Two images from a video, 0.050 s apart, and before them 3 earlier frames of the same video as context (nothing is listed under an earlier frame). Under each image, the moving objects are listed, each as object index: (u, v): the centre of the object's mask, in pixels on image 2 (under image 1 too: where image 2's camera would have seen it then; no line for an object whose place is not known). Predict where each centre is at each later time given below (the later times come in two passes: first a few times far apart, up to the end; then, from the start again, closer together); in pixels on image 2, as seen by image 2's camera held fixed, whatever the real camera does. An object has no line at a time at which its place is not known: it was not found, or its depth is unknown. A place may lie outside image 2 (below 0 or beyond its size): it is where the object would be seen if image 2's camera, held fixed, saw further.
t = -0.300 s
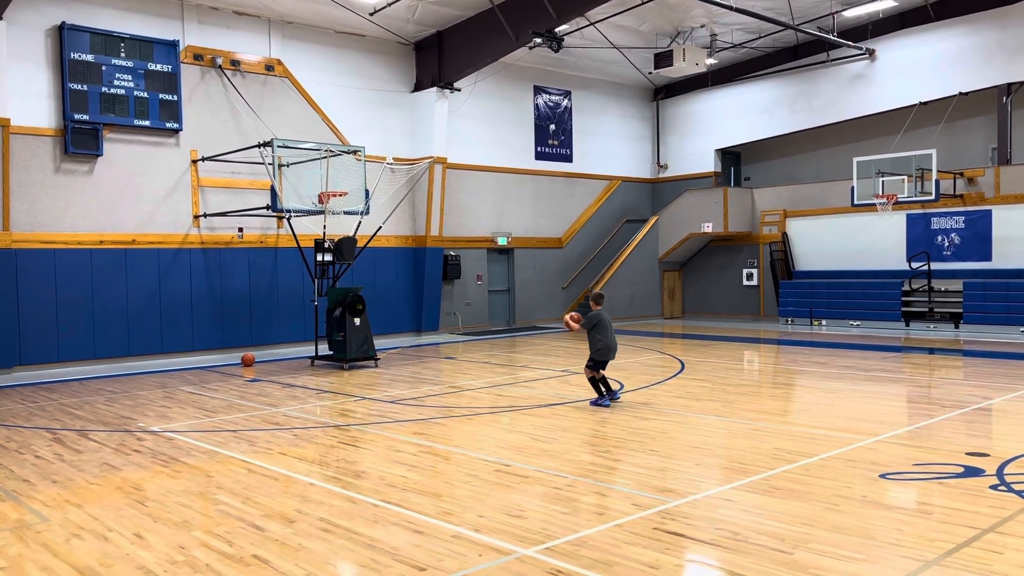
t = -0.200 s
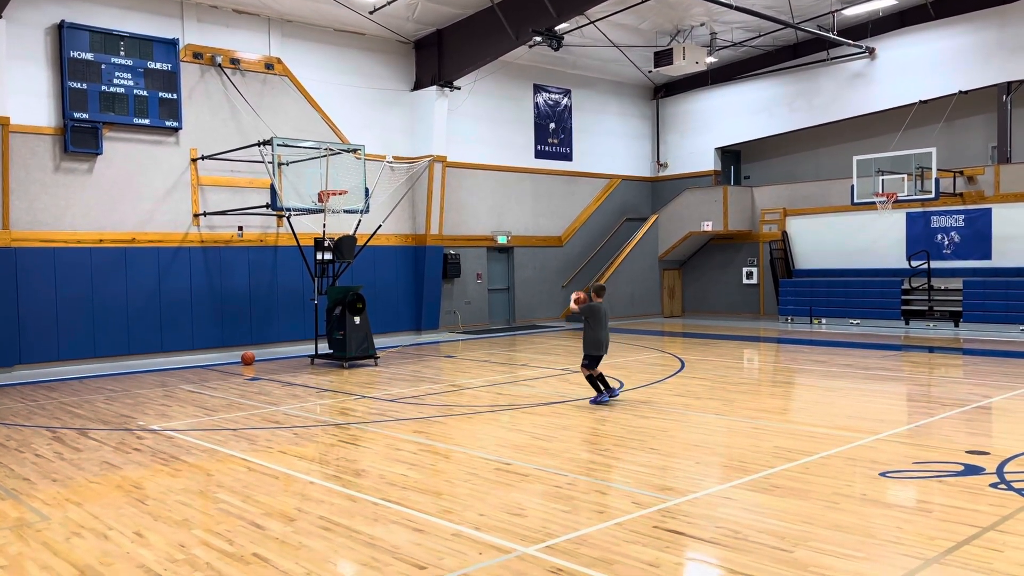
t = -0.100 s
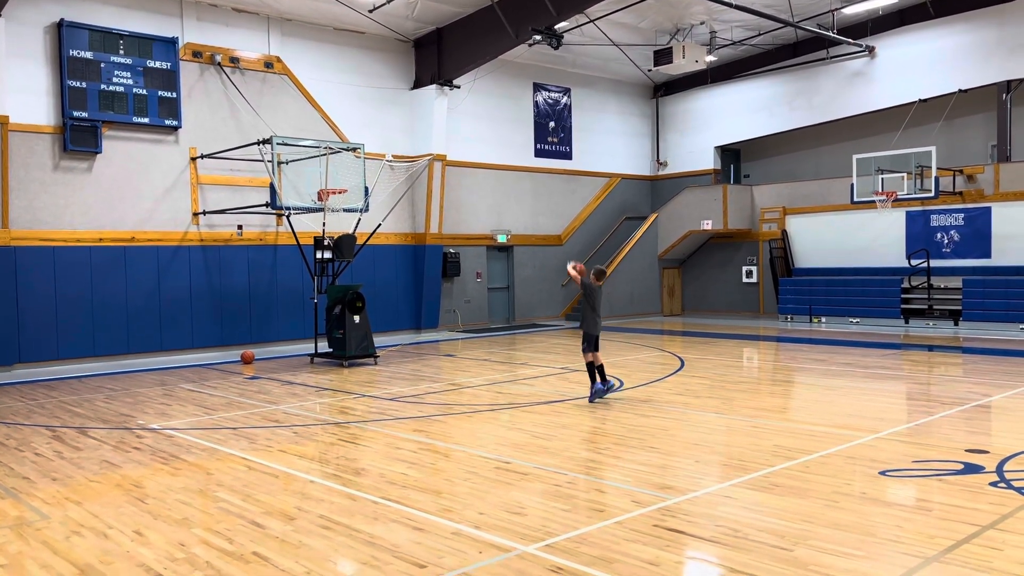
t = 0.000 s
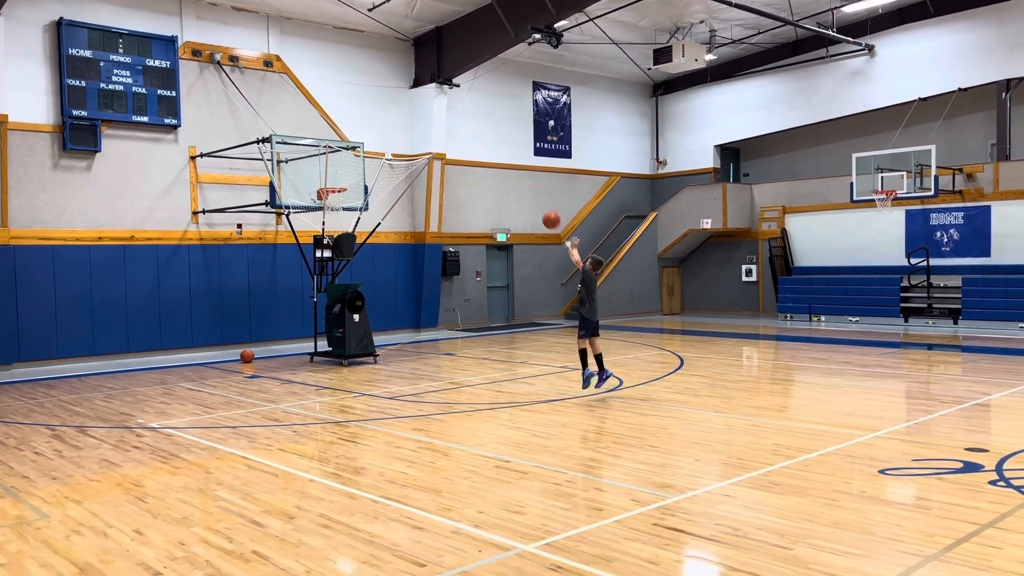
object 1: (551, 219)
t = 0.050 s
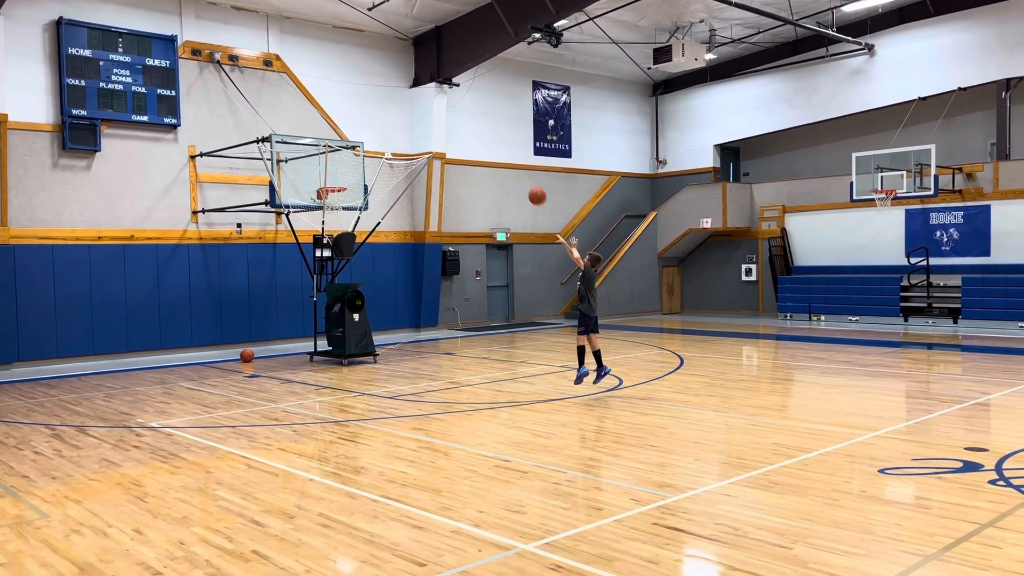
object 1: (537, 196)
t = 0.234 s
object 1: (490, 131)
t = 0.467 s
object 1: (438, 89)
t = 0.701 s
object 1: (394, 85)
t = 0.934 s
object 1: (356, 114)
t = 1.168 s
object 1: (324, 171)
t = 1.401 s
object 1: (326, 148)
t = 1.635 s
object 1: (344, 132)
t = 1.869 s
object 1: (365, 146)
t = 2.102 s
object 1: (386, 191)
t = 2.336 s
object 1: (360, 200)
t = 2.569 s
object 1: (319, 209)
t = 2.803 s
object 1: (308, 209)
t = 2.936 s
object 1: (317, 203)
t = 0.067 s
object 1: (533, 189)
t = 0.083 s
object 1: (528, 182)
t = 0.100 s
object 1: (524, 176)
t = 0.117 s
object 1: (520, 169)
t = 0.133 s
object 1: (515, 162)
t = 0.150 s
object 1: (511, 156)
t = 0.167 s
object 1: (506, 150)
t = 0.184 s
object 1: (502, 145)
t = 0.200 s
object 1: (498, 140)
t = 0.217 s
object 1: (494, 135)
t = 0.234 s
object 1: (490, 131)
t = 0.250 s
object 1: (486, 126)
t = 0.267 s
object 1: (482, 122)
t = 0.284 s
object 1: (479, 118)
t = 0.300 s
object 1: (475, 114)
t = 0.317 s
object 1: (471, 111)
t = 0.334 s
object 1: (467, 107)
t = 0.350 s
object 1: (463, 104)
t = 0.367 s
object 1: (460, 101)
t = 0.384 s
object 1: (456, 99)
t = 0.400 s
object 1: (453, 96)
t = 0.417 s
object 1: (449, 94)
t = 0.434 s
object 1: (445, 92)
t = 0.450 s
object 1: (442, 90)
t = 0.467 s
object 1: (438, 89)
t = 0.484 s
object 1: (435, 87)
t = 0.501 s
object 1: (432, 86)
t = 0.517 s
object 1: (429, 85)
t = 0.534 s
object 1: (425, 84)
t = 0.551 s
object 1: (422, 83)
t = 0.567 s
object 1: (418, 83)
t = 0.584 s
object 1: (416, 82)
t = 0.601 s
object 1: (412, 82)
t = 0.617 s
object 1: (409, 82)
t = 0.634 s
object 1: (406, 83)
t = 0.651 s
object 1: (403, 83)
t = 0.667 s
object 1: (400, 84)
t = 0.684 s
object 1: (397, 84)
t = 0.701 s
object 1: (394, 85)
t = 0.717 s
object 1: (391, 86)
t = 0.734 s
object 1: (389, 88)
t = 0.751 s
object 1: (385, 89)
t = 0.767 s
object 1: (383, 90)
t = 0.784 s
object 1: (380, 92)
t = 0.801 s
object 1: (377, 94)
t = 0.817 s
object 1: (374, 96)
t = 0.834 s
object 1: (372, 98)
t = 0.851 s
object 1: (369, 101)
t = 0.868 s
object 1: (366, 103)
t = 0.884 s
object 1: (364, 106)
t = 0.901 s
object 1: (361, 109)
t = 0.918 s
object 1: (359, 111)
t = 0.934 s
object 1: (356, 114)
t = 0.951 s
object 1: (354, 118)
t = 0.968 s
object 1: (351, 121)
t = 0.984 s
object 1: (349, 125)
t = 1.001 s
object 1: (346, 128)
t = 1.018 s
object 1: (344, 132)
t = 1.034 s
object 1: (342, 136)
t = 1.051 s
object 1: (340, 139)
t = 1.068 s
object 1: (338, 142)
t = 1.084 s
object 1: (335, 148)
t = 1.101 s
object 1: (333, 152)
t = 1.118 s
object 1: (331, 157)
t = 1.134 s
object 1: (329, 162)
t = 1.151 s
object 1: (327, 166)
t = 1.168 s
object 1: (324, 171)
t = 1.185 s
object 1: (322, 176)
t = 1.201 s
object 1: (320, 181)
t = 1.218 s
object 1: (319, 182)
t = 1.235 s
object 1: (319, 177)
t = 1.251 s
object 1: (319, 174)
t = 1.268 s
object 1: (319, 170)
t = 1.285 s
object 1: (319, 167)
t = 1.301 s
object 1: (319, 163)
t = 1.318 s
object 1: (319, 160)
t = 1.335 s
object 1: (320, 157)
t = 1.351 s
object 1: (321, 154)
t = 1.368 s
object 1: (323, 152)
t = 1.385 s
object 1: (325, 150)
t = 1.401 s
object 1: (326, 148)
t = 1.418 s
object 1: (328, 146)
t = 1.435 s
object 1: (331, 143)
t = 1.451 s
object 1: (330, 141)
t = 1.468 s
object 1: (332, 139)
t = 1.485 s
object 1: (333, 138)
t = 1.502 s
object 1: (334, 137)
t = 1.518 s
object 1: (335, 136)
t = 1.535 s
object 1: (337, 135)
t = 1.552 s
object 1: (338, 134)
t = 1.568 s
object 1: (339, 133)
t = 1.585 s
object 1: (340, 133)
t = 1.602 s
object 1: (342, 132)
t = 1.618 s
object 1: (343, 132)
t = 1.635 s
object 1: (344, 132)
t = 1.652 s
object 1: (346, 132)
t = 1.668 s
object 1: (347, 132)
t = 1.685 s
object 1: (349, 132)
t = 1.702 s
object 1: (350, 133)
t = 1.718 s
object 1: (352, 133)
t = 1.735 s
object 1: (353, 134)
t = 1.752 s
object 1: (354, 135)
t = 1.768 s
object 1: (356, 136)
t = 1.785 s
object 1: (357, 137)
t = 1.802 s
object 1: (359, 139)
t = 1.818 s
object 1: (360, 140)
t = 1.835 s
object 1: (362, 142)
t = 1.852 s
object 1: (363, 144)
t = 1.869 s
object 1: (365, 146)
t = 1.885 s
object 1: (366, 148)
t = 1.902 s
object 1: (368, 150)
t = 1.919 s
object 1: (369, 153)
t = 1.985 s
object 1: (375, 165)
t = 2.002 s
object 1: (377, 168)
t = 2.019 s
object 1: (379, 171)
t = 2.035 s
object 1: (380, 175)
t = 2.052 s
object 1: (382, 179)
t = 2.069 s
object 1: (383, 183)
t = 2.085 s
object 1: (385, 187)
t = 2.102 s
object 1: (386, 191)
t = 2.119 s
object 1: (387, 195)
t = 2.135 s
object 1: (387, 199)
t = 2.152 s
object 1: (388, 201)
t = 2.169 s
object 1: (387, 204)
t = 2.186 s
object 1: (385, 205)
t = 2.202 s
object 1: (383, 206)
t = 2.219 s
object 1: (380, 205)
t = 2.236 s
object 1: (378, 205)
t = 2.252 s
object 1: (375, 204)
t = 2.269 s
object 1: (372, 203)
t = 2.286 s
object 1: (369, 202)
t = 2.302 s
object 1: (366, 201)
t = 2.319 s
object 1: (363, 201)
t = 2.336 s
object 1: (360, 200)
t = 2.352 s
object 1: (357, 199)
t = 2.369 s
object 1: (354, 199)
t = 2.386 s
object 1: (351, 199)
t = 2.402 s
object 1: (348, 199)
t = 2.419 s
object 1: (345, 199)
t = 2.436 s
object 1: (343, 200)
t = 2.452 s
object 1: (339, 200)
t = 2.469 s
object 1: (337, 201)
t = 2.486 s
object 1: (334, 201)
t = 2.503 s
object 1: (331, 203)
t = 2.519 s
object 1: (329, 204)
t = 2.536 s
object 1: (326, 205)
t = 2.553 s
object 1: (322, 207)
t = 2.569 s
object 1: (319, 209)
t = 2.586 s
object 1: (317, 210)
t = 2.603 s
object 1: (314, 212)
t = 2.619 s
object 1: (311, 214)
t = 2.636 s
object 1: (308, 216)
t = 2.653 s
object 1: (306, 217)
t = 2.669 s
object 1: (304, 218)
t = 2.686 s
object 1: (302, 218)
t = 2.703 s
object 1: (301, 218)
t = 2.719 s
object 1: (301, 217)
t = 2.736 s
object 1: (302, 216)
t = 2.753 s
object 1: (303, 214)
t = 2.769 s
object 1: (305, 212)
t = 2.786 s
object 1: (306, 210)
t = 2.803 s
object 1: (308, 209)
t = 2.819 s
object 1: (309, 208)
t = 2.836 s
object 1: (309, 206)
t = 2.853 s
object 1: (311, 205)
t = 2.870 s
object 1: (312, 205)
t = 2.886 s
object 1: (313, 204)
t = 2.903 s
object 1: (315, 203)
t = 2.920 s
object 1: (316, 203)
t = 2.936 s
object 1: (317, 203)
